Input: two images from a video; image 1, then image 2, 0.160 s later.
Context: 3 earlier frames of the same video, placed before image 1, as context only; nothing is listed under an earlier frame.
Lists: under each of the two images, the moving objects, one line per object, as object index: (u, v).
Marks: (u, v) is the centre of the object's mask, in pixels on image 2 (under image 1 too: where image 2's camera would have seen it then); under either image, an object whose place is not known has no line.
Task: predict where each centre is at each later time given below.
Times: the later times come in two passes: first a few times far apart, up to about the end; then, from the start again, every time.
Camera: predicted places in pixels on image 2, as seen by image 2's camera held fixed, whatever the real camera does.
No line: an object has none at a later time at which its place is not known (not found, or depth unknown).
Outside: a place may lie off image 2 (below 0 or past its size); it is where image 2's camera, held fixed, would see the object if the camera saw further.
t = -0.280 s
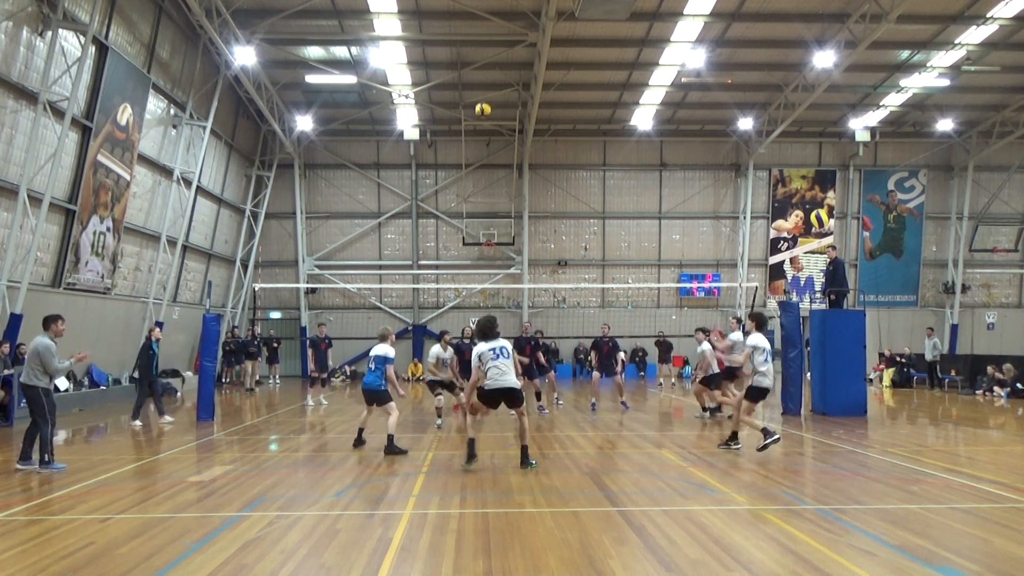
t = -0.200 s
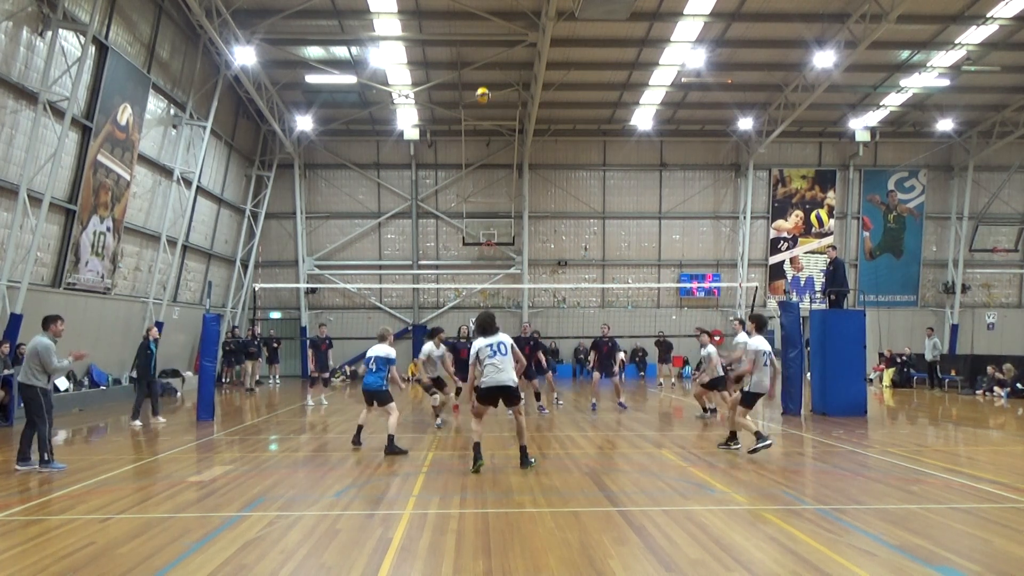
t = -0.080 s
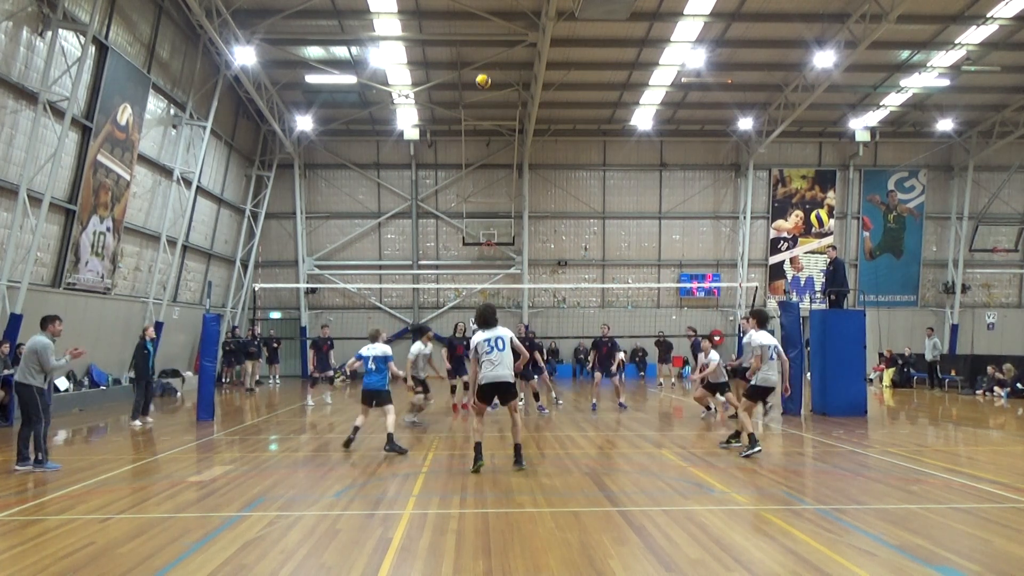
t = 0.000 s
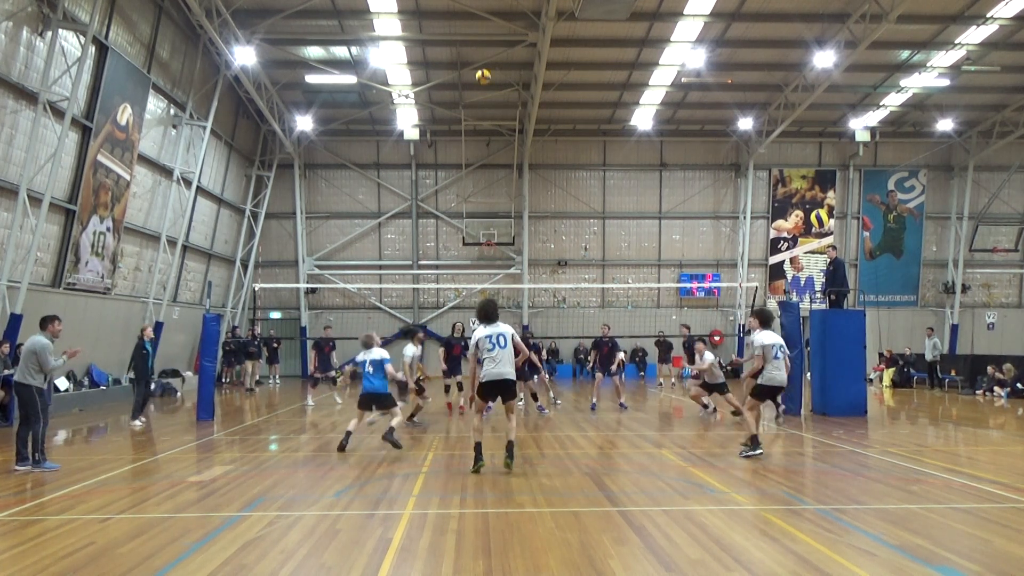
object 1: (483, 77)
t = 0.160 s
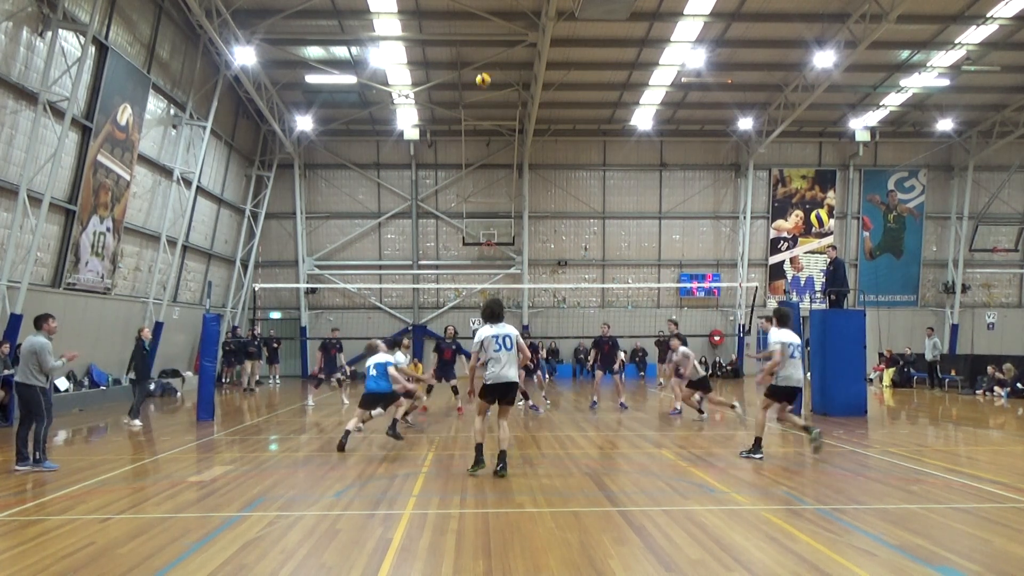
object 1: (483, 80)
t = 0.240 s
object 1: (483, 87)
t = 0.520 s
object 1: (484, 143)
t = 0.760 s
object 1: (484, 223)
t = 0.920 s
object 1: (485, 293)
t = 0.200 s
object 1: (483, 83)
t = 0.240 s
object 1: (483, 87)
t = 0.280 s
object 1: (483, 93)
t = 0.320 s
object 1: (483, 99)
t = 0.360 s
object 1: (483, 106)
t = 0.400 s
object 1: (483, 113)
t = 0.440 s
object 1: (483, 123)
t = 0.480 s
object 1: (484, 133)
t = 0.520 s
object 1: (484, 143)
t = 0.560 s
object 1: (484, 154)
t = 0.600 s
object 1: (484, 166)
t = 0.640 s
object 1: (484, 179)
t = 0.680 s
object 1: (484, 192)
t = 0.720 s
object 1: (484, 208)
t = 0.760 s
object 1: (484, 223)
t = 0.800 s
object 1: (484, 238)
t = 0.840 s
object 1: (485, 254)
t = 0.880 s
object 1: (484, 273)
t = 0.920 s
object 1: (485, 293)
